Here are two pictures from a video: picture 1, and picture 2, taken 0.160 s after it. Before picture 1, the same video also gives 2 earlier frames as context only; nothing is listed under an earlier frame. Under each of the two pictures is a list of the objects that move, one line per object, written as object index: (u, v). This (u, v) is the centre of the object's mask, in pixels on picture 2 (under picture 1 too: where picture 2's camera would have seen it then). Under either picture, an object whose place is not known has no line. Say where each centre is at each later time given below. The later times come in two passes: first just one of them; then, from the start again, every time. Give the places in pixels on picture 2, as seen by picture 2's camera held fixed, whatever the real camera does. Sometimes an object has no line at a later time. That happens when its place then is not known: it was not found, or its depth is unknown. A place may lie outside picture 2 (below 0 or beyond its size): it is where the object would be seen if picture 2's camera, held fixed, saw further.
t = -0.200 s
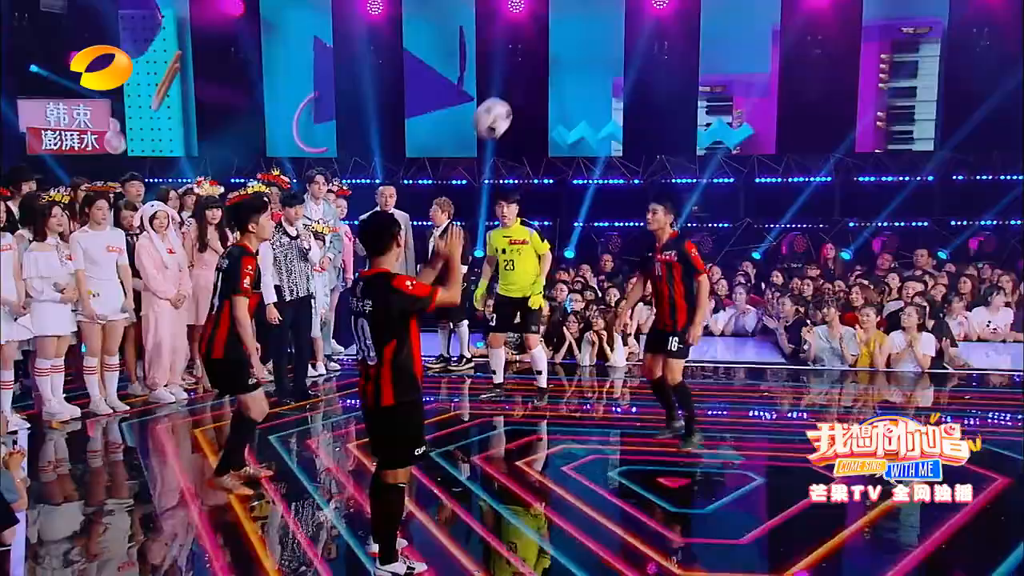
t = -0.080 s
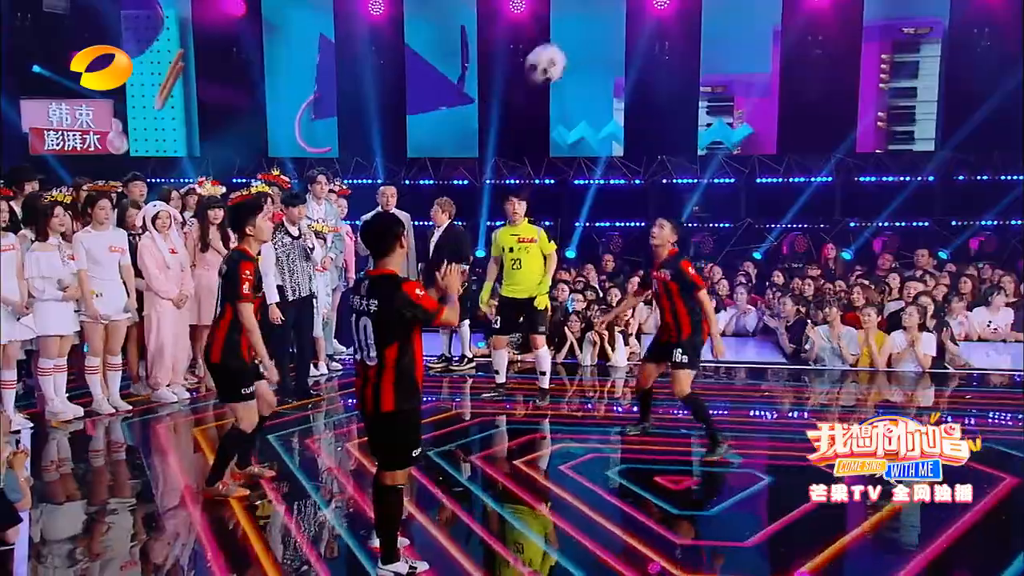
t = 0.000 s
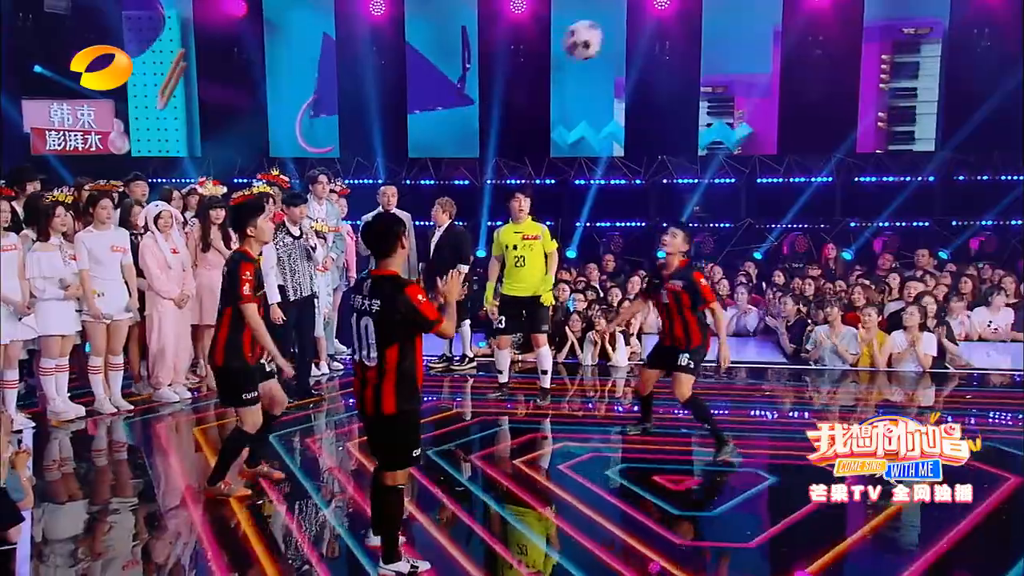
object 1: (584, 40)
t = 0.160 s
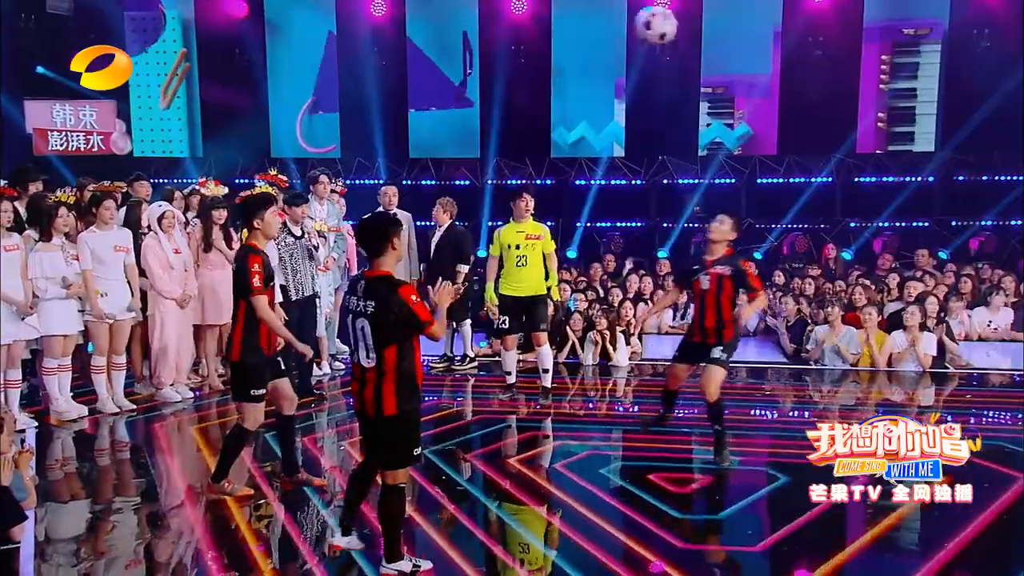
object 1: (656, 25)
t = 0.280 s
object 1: (710, 43)
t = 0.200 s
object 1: (674, 28)
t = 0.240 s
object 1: (692, 34)
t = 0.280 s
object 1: (710, 43)
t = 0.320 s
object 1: (729, 54)
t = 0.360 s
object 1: (746, 69)
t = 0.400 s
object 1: (765, 84)
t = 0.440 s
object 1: (784, 102)
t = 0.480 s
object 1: (797, 128)
